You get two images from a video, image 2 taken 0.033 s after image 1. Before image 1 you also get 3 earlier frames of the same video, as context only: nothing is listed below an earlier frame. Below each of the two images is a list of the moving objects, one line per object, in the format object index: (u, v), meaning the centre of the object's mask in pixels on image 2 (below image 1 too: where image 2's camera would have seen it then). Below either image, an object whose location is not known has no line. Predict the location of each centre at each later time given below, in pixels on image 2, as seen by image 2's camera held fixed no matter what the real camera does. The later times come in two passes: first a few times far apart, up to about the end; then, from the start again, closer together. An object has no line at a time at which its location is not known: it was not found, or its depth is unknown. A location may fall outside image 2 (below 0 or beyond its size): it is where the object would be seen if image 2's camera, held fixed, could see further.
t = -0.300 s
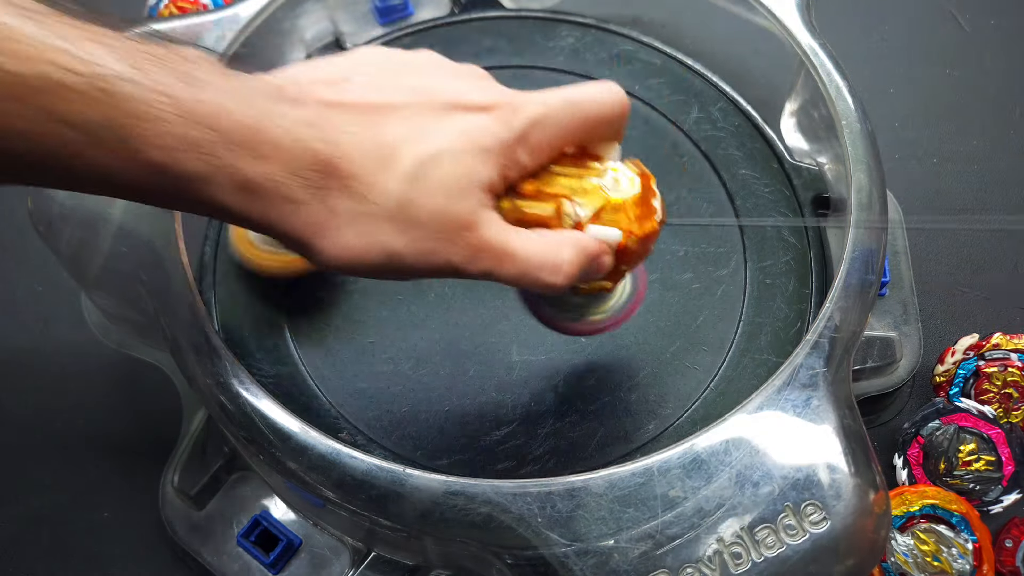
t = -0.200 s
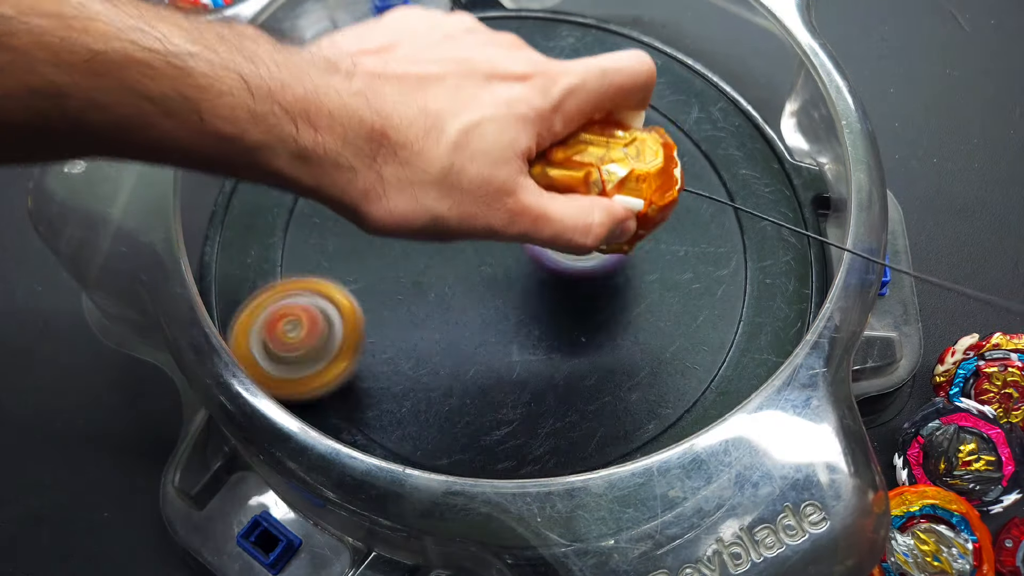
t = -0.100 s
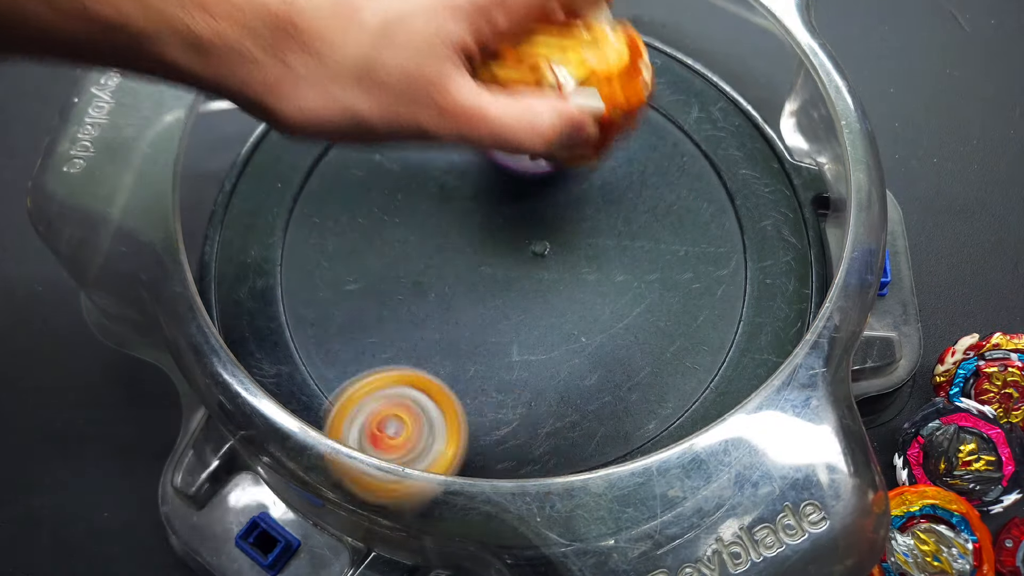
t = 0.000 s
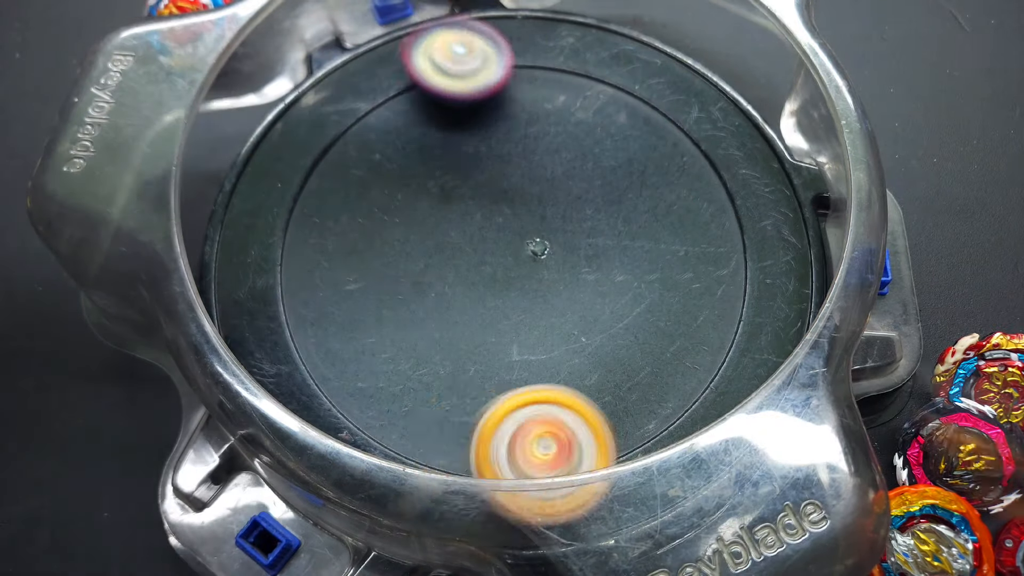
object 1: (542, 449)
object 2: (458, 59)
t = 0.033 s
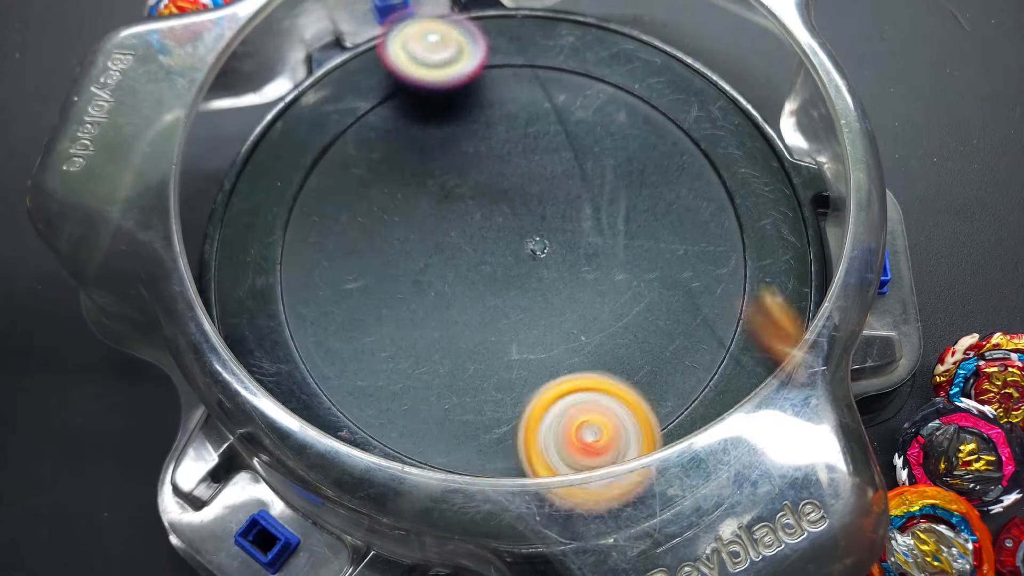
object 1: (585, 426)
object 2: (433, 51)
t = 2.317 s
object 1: (644, 147)
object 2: (600, 423)
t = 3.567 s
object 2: (569, 37)
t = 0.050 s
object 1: (606, 418)
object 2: (425, 57)
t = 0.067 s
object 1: (625, 409)
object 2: (415, 65)
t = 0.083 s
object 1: (643, 399)
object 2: (404, 72)
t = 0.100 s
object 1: (659, 386)
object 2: (395, 80)
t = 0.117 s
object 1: (673, 373)
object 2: (384, 89)
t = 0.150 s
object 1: (693, 338)
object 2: (362, 110)
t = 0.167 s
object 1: (699, 321)
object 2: (352, 121)
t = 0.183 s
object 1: (702, 302)
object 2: (340, 133)
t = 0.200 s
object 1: (703, 283)
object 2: (330, 145)
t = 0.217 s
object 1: (702, 266)
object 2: (319, 158)
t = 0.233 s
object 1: (699, 248)
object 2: (307, 173)
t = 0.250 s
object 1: (694, 231)
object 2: (296, 187)
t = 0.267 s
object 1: (687, 216)
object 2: (285, 202)
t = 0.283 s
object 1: (678, 199)
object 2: (282, 221)
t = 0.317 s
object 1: (656, 172)
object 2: (286, 262)
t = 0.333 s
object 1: (642, 159)
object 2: (288, 284)
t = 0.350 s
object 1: (628, 147)
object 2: (291, 306)
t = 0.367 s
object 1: (612, 137)
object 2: (297, 328)
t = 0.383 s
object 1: (595, 128)
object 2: (312, 349)
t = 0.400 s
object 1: (578, 121)
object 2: (331, 368)
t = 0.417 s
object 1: (560, 114)
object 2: (352, 384)
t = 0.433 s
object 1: (540, 108)
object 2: (376, 397)
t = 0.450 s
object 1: (522, 104)
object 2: (404, 409)
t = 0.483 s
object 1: (483, 99)
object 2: (459, 422)
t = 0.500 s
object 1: (464, 98)
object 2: (490, 424)
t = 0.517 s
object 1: (444, 98)
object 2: (519, 423)
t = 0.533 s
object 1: (424, 100)
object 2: (548, 419)
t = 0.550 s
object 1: (405, 103)
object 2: (578, 411)
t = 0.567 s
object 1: (387, 108)
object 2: (603, 402)
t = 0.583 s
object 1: (368, 114)
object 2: (628, 390)
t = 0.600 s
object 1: (353, 122)
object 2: (653, 374)
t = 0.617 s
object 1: (336, 131)
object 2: (672, 358)
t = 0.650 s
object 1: (308, 156)
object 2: (707, 318)
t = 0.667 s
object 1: (297, 169)
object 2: (720, 298)
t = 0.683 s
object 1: (288, 186)
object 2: (732, 275)
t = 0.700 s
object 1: (282, 203)
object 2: (742, 253)
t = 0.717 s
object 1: (278, 223)
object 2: (750, 231)
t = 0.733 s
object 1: (276, 241)
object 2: (756, 207)
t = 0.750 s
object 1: (276, 262)
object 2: (755, 185)
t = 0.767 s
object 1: (278, 281)
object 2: (747, 165)
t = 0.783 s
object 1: (283, 301)
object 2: (738, 145)
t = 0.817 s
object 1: (301, 339)
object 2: (722, 107)
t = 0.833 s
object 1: (313, 354)
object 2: (709, 87)
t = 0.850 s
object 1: (329, 370)
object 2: (696, 70)
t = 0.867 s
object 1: (344, 383)
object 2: (681, 53)
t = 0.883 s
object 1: (363, 395)
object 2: (665, 38)
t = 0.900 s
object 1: (382, 405)
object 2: (649, 29)
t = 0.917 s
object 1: (404, 413)
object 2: (632, 21)
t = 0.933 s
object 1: (425, 421)
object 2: (612, 14)
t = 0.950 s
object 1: (450, 425)
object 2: (593, 14)
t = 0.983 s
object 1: (496, 428)
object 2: (572, 40)
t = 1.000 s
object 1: (521, 426)
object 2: (559, 56)
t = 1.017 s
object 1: (543, 423)
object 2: (546, 72)
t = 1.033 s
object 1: (564, 417)
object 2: (532, 92)
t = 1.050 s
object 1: (586, 409)
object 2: (518, 111)
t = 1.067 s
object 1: (604, 400)
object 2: (504, 130)
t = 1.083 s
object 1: (622, 389)
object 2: (487, 151)
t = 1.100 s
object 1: (637, 374)
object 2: (472, 169)
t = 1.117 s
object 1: (649, 358)
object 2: (455, 187)
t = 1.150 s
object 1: (669, 324)
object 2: (419, 221)
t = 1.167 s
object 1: (675, 307)
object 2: (402, 235)
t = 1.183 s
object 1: (680, 290)
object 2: (384, 249)
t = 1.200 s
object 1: (683, 272)
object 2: (369, 264)
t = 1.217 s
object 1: (684, 254)
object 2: (356, 279)
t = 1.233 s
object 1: (683, 236)
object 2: (344, 295)
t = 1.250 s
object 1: (680, 218)
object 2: (335, 311)
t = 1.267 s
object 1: (675, 202)
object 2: (330, 327)
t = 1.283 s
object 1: (669, 186)
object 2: (327, 344)
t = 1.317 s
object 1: (651, 157)
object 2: (334, 370)
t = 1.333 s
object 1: (639, 142)
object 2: (342, 381)
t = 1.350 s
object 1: (627, 130)
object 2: (357, 391)
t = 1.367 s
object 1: (614, 119)
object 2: (374, 400)
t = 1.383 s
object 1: (600, 108)
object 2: (392, 407)
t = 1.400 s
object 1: (585, 99)
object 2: (416, 414)
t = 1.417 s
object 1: (570, 91)
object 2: (439, 419)
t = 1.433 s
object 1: (554, 83)
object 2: (464, 422)
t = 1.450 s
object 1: (539, 76)
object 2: (493, 423)
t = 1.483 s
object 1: (506, 66)
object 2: (547, 415)
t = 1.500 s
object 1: (491, 62)
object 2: (575, 406)
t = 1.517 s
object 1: (474, 59)
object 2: (600, 395)
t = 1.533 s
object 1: (457, 59)
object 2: (622, 381)
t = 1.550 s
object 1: (441, 60)
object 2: (645, 363)
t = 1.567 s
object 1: (424, 62)
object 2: (661, 345)
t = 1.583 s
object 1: (408, 67)
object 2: (678, 325)
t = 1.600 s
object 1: (394, 76)
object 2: (691, 303)
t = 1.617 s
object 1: (379, 87)
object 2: (702, 283)
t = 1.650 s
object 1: (351, 110)
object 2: (718, 235)
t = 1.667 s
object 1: (339, 122)
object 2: (721, 214)
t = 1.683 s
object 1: (327, 136)
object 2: (723, 189)
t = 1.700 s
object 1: (317, 151)
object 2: (721, 166)
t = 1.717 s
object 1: (309, 165)
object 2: (717, 146)
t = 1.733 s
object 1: (302, 181)
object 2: (712, 123)
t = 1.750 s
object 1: (297, 199)
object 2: (696, 107)
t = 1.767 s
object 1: (294, 216)
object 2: (677, 94)
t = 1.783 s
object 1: (294, 234)
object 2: (657, 78)
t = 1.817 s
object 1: (300, 269)
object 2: (615, 55)
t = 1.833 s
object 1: (307, 287)
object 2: (589, 48)
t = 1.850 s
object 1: (316, 304)
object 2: (565, 45)
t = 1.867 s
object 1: (327, 320)
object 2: (539, 44)
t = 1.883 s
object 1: (340, 335)
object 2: (510, 42)
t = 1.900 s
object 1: (356, 348)
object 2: (483, 45)
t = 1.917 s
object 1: (373, 360)
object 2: (455, 48)
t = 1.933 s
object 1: (392, 370)
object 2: (427, 59)
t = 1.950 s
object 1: (413, 378)
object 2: (400, 68)
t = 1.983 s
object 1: (454, 387)
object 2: (351, 100)
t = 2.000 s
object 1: (477, 388)
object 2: (332, 122)
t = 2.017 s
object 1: (498, 386)
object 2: (312, 142)
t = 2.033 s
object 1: (518, 382)
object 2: (297, 169)
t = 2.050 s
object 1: (540, 375)
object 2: (285, 195)
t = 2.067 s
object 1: (558, 367)
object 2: (279, 223)
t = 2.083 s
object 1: (576, 357)
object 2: (277, 252)
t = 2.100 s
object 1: (593, 344)
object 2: (279, 282)
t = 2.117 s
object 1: (608, 332)
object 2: (287, 310)
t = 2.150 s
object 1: (633, 302)
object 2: (319, 359)
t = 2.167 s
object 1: (643, 286)
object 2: (339, 378)
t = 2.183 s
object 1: (651, 270)
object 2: (362, 395)
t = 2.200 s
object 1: (657, 253)
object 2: (390, 410)
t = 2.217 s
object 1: (660, 237)
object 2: (414, 436)
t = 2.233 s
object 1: (662, 221)
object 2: (443, 446)
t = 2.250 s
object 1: (662, 204)
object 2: (476, 453)
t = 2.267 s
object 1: (660, 189)
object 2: (509, 456)
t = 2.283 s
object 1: (656, 174)
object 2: (537, 435)
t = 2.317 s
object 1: (644, 147)
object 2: (600, 423)
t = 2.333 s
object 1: (636, 134)
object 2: (628, 413)
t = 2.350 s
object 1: (627, 123)
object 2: (658, 398)
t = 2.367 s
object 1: (617, 113)
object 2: (683, 381)
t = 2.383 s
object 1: (606, 104)
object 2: (704, 363)
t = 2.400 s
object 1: (594, 95)
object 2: (726, 339)
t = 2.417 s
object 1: (581, 88)
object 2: (742, 314)
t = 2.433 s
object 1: (569, 80)
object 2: (753, 287)
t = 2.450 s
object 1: (556, 74)
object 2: (758, 255)
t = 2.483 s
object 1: (531, 65)
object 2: (748, 195)
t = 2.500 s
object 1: (518, 62)
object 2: (735, 167)
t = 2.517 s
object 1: (505, 59)
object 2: (721, 141)
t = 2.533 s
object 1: (490, 58)
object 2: (700, 116)
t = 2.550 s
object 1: (477, 59)
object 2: (676, 94)
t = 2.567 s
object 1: (463, 61)
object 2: (651, 76)
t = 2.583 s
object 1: (449, 65)
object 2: (619, 61)
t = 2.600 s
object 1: (435, 70)
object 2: (589, 51)
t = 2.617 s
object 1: (422, 76)
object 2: (559, 47)
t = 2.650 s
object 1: (394, 94)
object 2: (494, 46)
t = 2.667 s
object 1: (364, 108)
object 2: (484, 47)
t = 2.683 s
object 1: (332, 124)
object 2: (476, 51)
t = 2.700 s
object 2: (468, 57)
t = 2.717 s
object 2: (460, 61)
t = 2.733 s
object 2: (451, 67)
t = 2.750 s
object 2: (443, 72)
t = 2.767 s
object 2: (434, 77)
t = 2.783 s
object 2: (424, 82)
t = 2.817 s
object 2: (405, 93)
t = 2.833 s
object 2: (395, 100)
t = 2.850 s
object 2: (385, 109)
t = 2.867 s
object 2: (377, 118)
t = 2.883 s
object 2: (371, 130)
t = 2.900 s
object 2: (366, 144)
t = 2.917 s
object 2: (363, 158)
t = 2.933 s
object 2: (362, 174)
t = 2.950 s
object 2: (365, 192)
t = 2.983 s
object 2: (376, 225)
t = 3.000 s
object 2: (386, 243)
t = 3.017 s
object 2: (398, 259)
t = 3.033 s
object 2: (412, 274)
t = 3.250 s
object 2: (631, 253)
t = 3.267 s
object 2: (637, 233)
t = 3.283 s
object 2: (643, 211)
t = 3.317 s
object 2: (653, 169)
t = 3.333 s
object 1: (774, 266)
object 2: (658, 149)
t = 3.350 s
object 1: (775, 252)
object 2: (663, 128)
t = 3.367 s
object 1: (775, 241)
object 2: (666, 111)
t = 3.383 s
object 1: (773, 229)
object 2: (669, 92)
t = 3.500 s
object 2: (602, 47)
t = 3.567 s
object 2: (569, 37)
